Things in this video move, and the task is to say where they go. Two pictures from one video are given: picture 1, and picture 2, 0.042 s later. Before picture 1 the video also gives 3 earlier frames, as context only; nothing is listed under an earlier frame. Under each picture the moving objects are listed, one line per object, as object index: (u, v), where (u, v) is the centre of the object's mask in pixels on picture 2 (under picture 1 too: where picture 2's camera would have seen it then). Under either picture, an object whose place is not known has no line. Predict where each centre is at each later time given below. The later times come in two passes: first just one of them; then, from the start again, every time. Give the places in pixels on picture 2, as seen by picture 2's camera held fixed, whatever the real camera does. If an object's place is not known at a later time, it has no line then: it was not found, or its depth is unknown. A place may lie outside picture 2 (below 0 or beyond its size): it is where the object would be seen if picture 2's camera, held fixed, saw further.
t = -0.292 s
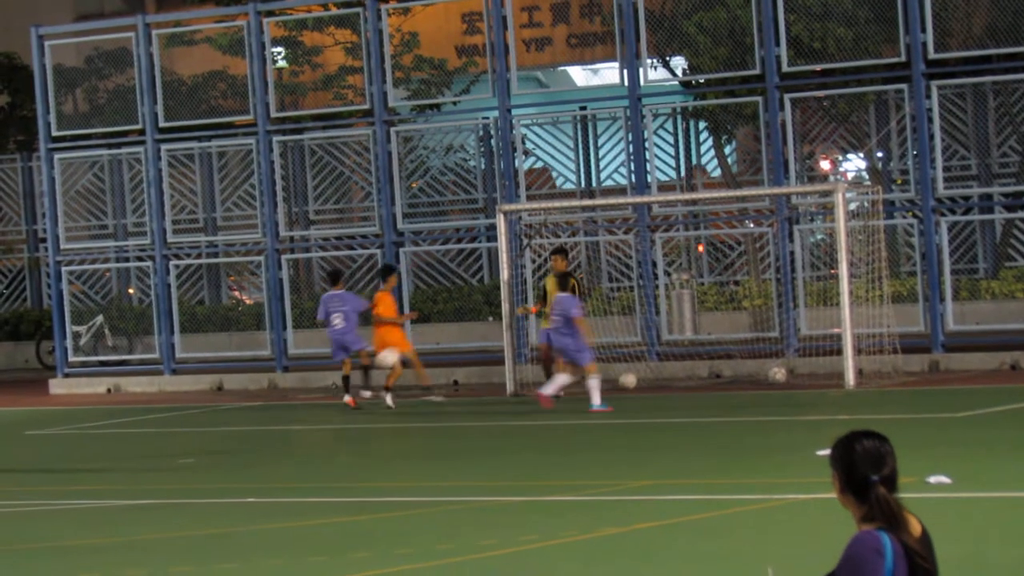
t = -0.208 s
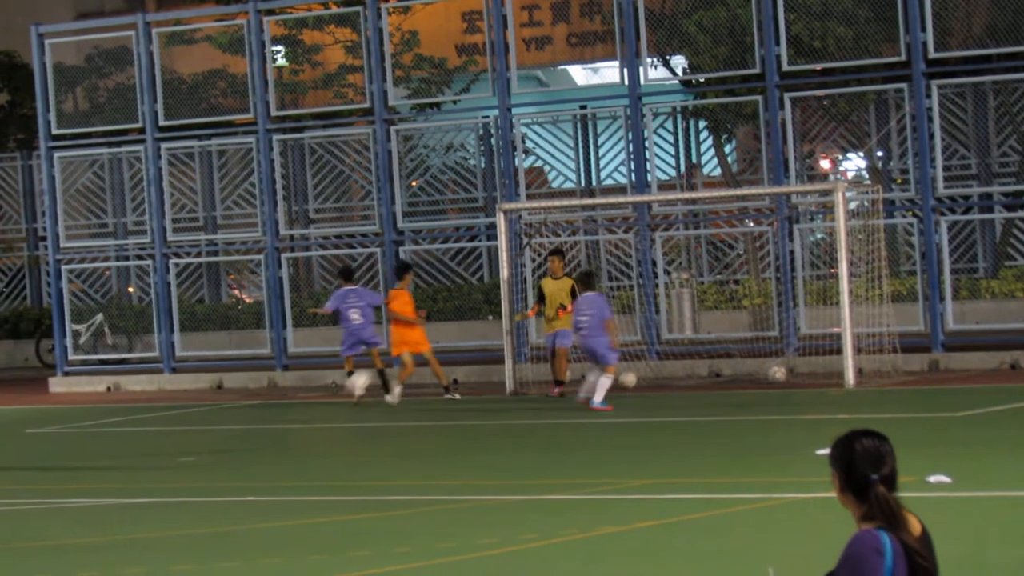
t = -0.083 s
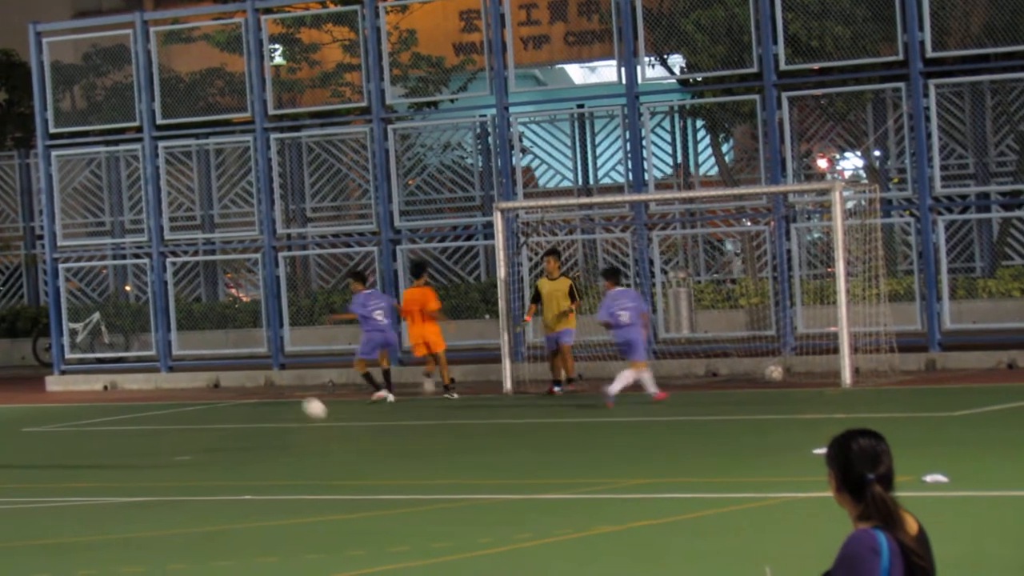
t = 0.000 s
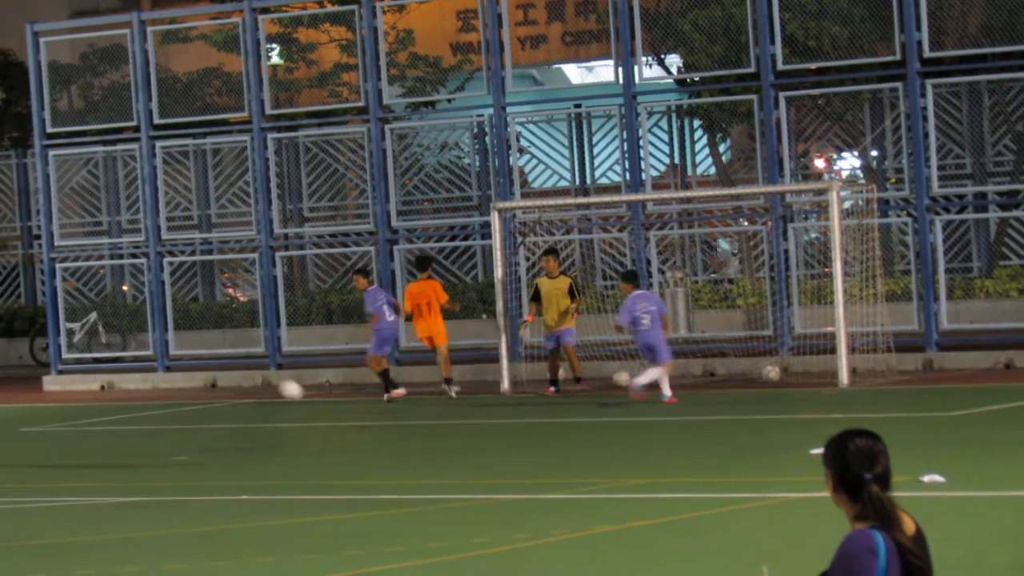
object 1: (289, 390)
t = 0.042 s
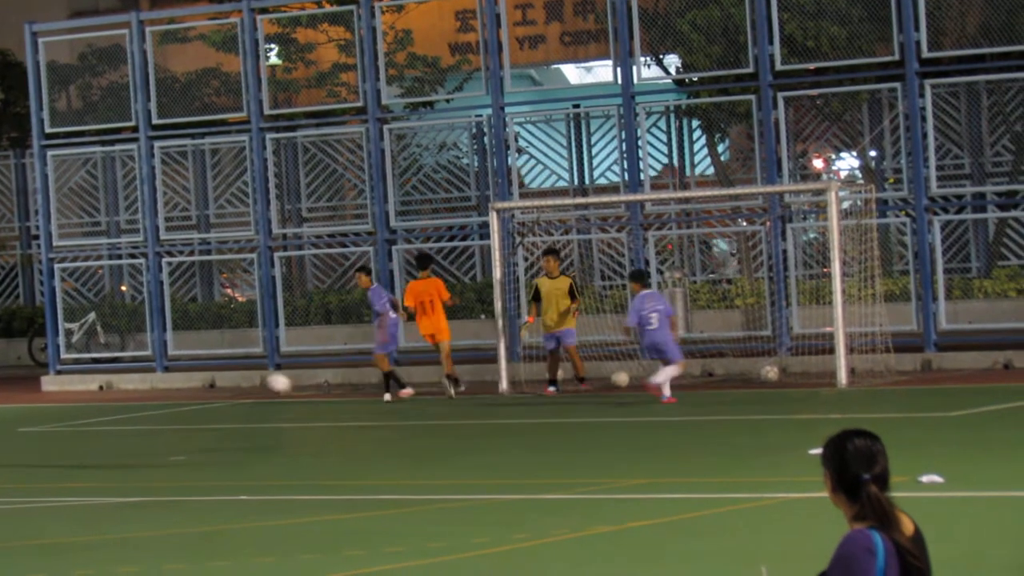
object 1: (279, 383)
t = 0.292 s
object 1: (219, 374)
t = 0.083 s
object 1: (268, 377)
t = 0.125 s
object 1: (258, 374)
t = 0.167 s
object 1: (248, 371)
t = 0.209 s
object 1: (239, 371)
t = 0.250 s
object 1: (229, 371)
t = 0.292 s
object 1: (219, 374)
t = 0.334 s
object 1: (210, 379)
